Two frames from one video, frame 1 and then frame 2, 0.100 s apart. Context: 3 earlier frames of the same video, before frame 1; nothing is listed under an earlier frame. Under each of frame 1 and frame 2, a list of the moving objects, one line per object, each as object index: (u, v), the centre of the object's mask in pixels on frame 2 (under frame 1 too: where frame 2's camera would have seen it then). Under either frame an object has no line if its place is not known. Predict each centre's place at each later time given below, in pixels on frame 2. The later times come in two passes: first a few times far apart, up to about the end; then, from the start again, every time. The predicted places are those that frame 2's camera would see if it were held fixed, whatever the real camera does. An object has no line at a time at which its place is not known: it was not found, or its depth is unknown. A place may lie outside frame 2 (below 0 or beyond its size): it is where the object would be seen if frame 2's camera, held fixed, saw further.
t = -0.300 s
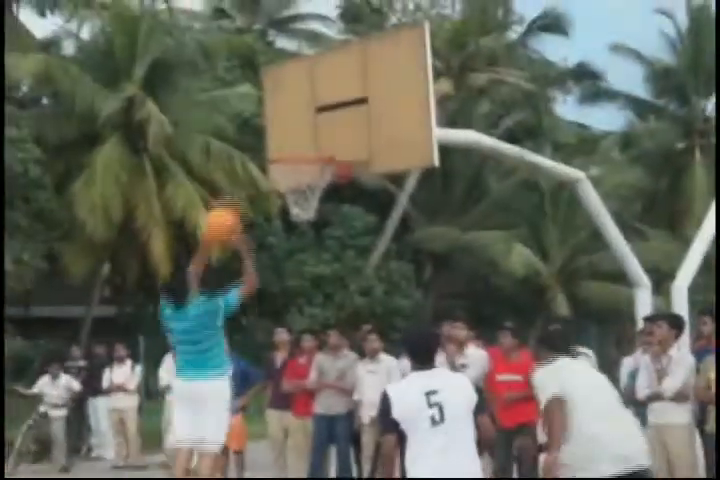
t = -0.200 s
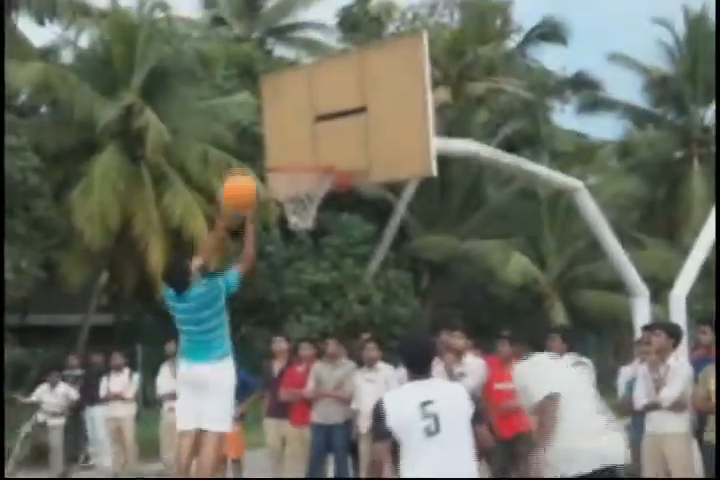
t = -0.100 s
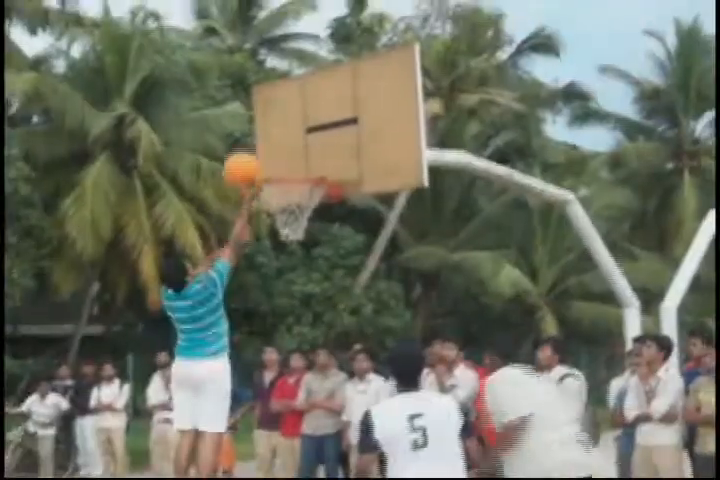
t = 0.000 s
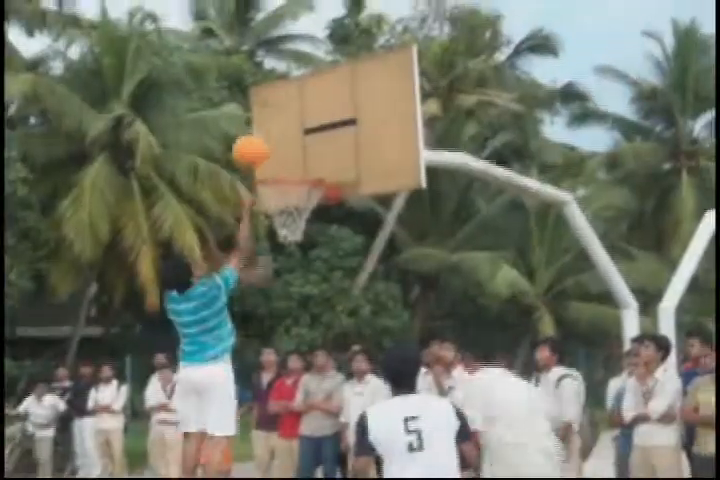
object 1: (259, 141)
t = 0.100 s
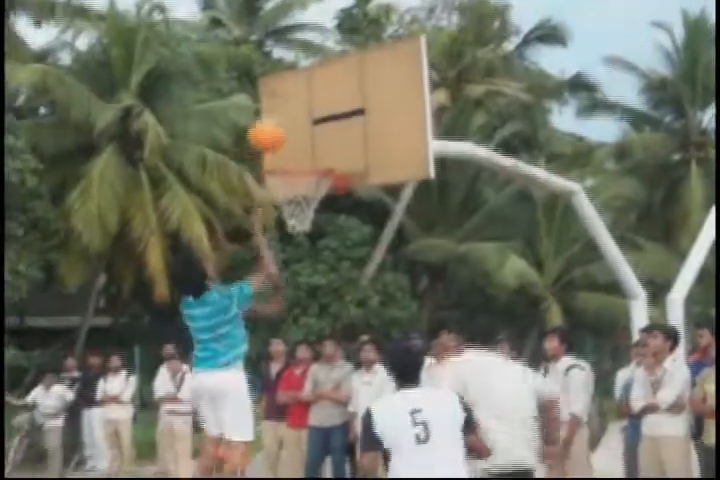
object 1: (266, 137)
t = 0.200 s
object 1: (276, 141)
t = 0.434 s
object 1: (298, 202)
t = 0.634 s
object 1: (309, 245)
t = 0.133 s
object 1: (269, 137)
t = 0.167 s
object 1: (272, 138)
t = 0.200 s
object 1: (276, 141)
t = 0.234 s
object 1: (279, 147)
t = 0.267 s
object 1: (282, 153)
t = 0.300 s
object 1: (282, 159)
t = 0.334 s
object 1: (286, 168)
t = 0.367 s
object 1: (292, 179)
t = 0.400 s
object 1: (296, 189)
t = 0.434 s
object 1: (298, 202)
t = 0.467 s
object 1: (303, 214)
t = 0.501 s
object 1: (305, 219)
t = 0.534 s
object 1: (306, 222)
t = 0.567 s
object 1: (307, 227)
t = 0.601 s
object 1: (308, 235)
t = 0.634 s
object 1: (309, 245)
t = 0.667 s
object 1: (311, 254)
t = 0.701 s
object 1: (312, 265)
